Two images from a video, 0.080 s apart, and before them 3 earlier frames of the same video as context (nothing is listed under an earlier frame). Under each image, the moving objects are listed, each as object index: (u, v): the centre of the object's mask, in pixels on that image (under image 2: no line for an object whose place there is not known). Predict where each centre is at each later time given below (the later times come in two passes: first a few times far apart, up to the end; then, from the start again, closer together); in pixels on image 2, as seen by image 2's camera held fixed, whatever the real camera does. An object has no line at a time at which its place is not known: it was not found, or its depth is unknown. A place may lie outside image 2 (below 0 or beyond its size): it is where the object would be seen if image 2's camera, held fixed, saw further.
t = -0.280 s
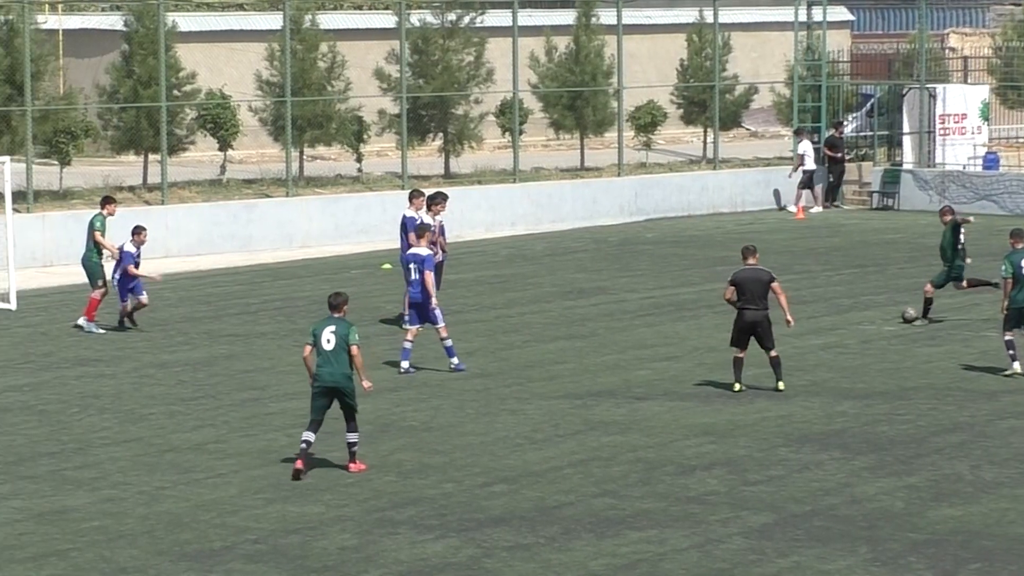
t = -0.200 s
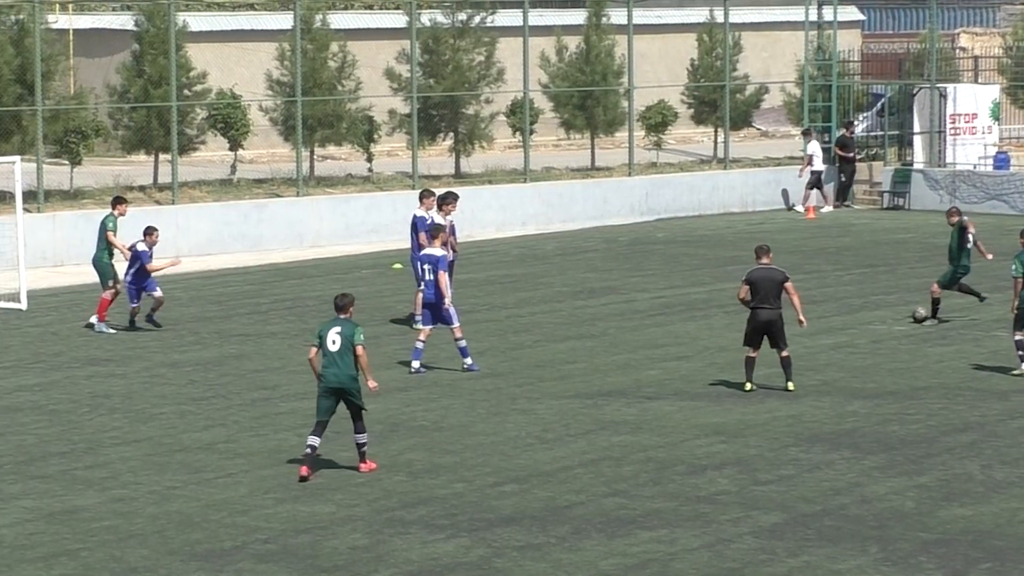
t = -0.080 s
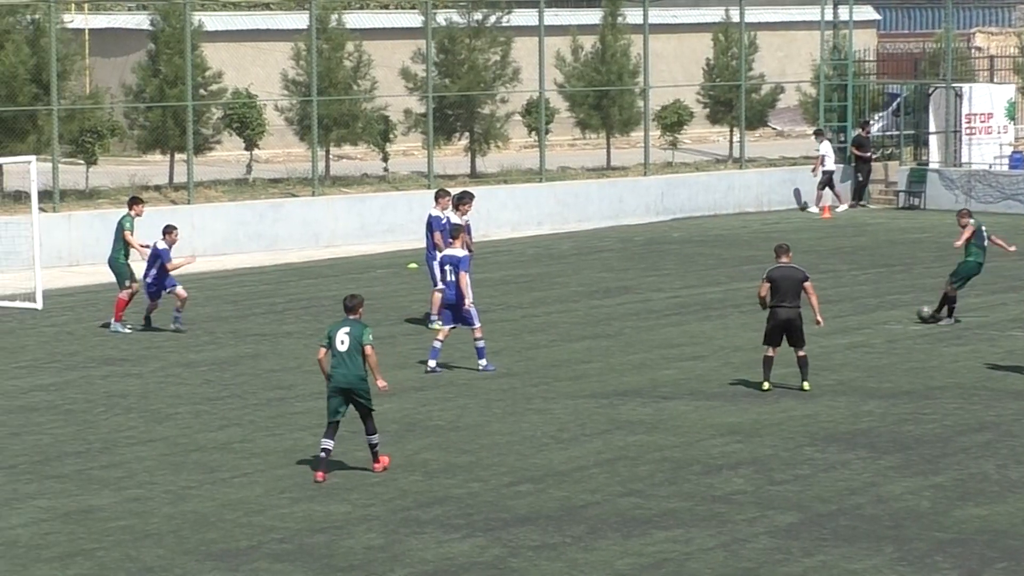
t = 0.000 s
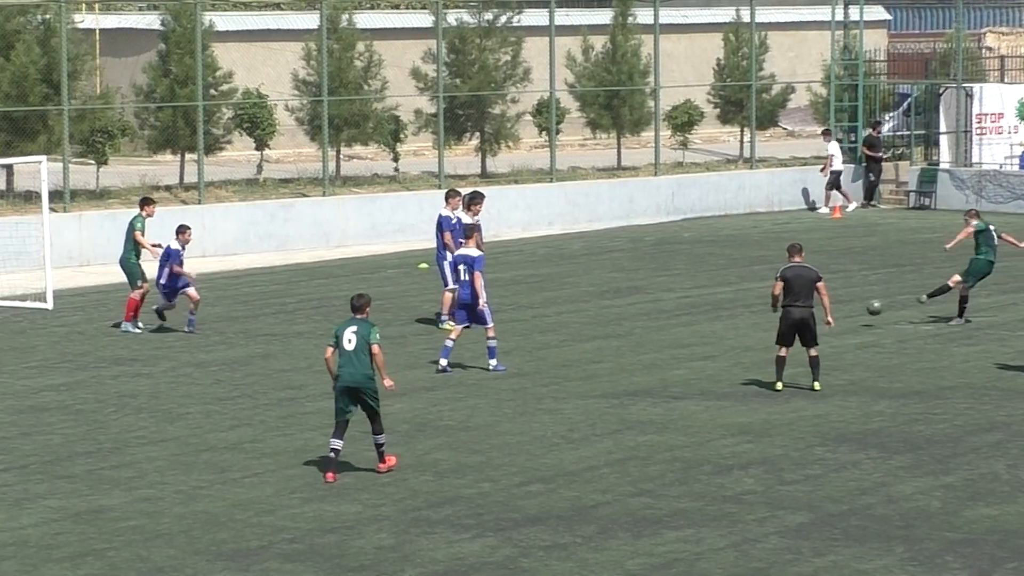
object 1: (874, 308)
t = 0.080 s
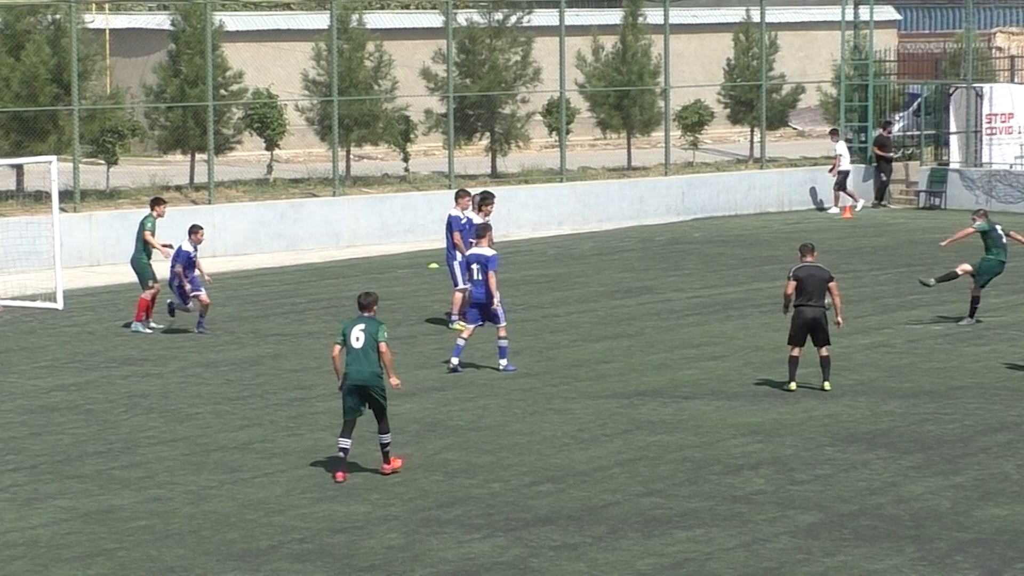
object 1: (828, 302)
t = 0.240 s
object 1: (701, 300)
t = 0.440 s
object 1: (547, 305)
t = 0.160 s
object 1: (763, 301)
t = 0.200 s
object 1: (732, 300)
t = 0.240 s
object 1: (701, 300)
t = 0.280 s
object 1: (671, 301)
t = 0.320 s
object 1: (640, 300)
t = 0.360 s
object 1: (610, 301)
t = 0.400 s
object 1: (578, 303)
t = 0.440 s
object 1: (547, 305)
